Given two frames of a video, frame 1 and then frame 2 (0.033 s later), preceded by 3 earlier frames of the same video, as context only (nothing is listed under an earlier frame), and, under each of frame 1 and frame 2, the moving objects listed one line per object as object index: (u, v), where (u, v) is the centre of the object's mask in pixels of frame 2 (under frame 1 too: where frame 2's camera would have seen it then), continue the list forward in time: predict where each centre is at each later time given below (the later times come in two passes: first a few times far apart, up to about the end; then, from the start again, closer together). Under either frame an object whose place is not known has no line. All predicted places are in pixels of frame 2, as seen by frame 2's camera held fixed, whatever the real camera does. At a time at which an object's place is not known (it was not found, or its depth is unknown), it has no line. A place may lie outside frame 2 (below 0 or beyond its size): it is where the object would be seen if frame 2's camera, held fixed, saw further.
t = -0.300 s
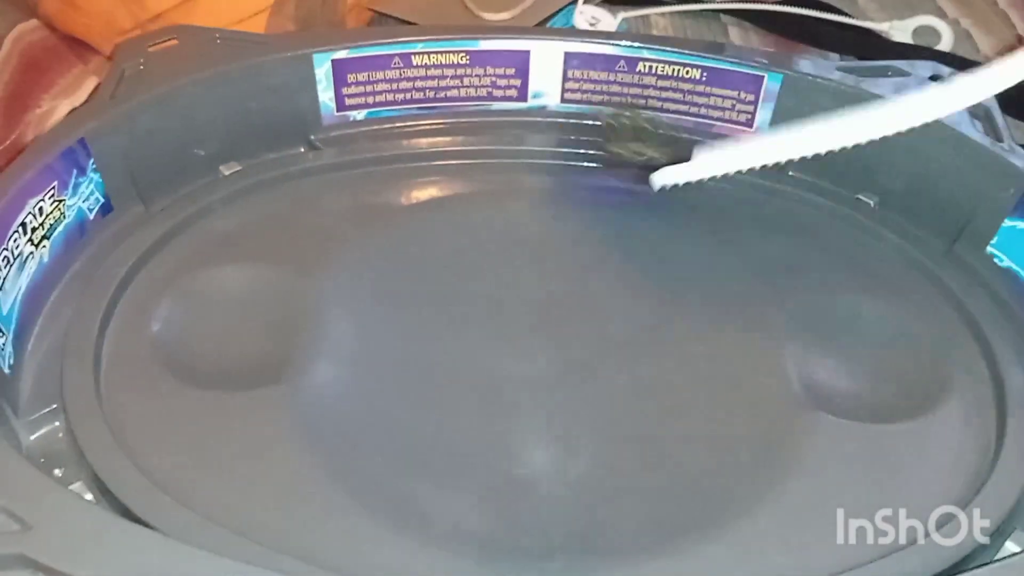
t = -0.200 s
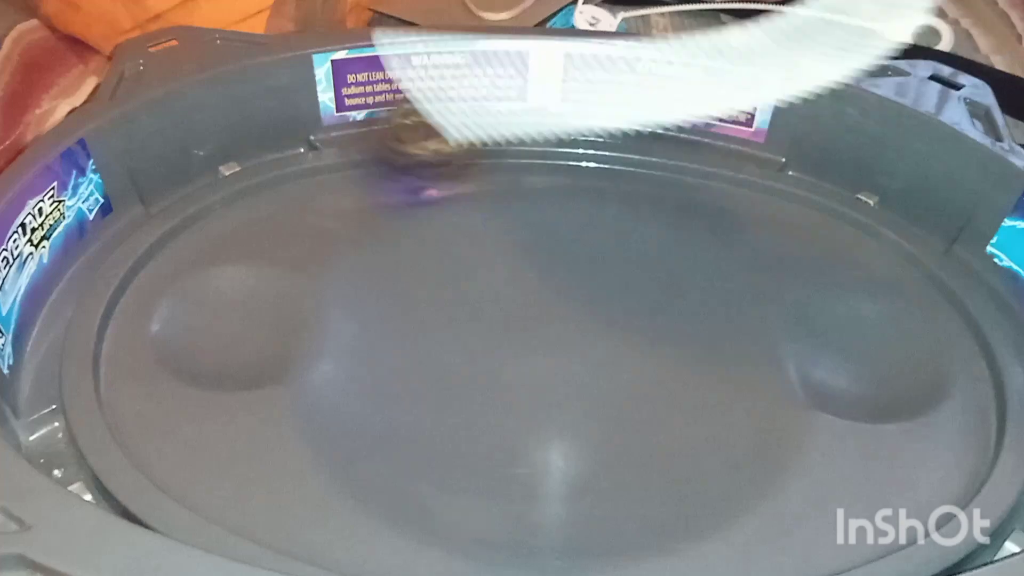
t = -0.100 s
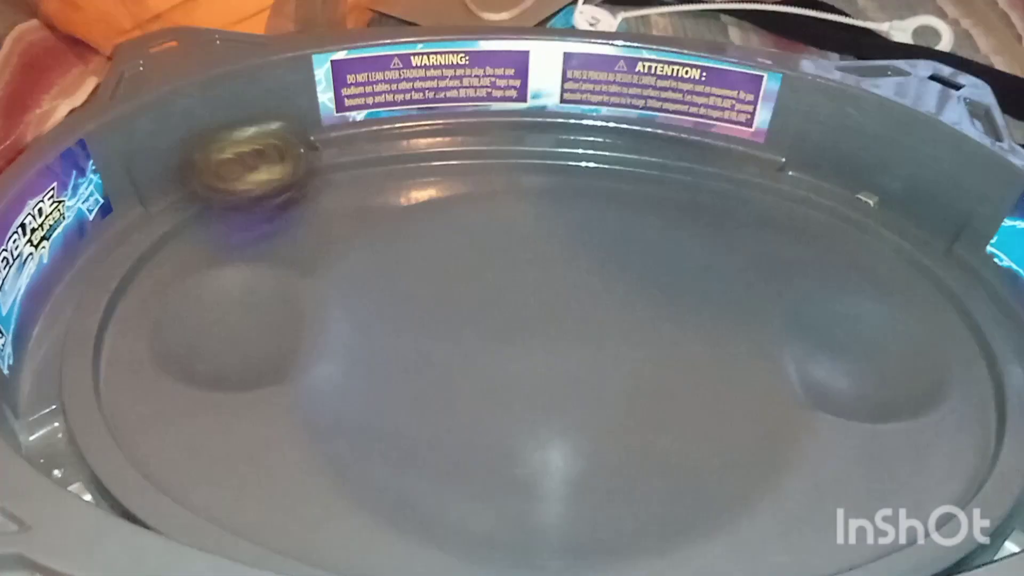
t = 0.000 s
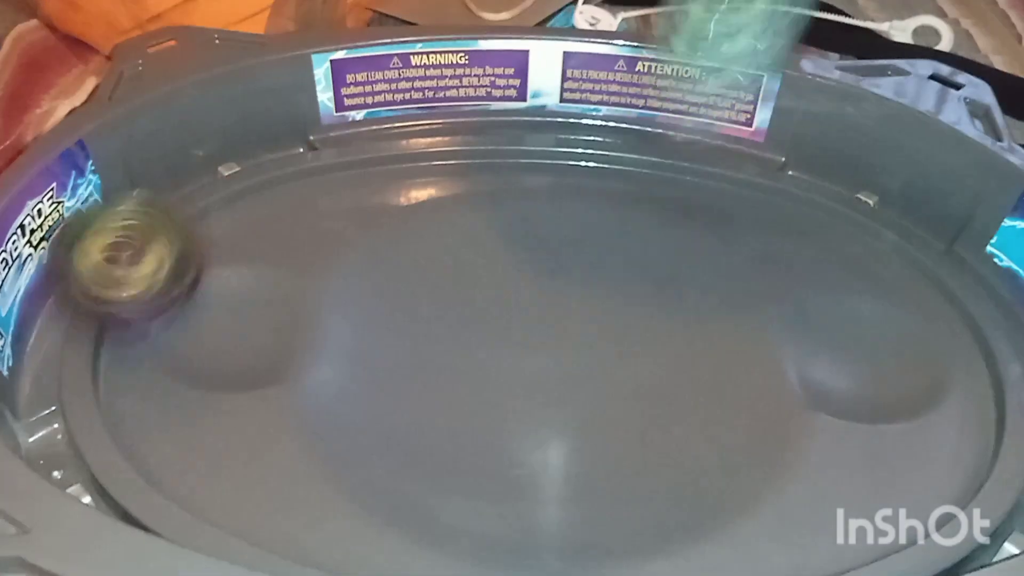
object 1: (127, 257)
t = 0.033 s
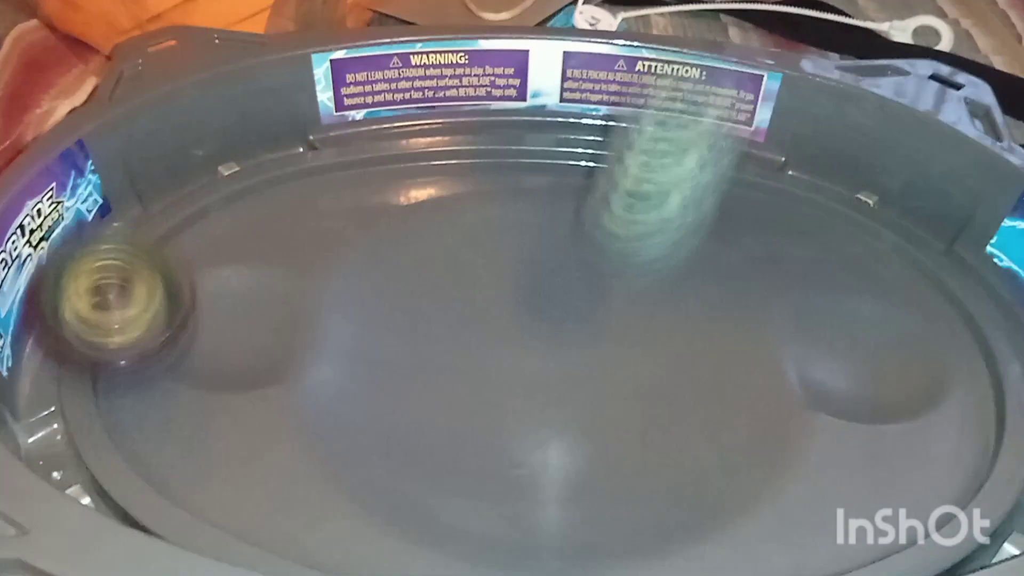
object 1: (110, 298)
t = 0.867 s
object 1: (452, 193)
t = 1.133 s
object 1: (618, 489)
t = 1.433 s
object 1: (917, 418)
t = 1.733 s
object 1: (866, 373)
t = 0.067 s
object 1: (116, 347)
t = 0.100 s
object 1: (158, 393)
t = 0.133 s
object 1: (222, 425)
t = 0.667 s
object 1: (722, 150)
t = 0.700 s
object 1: (669, 140)
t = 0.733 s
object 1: (615, 137)
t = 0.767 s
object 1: (563, 138)
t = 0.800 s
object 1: (519, 147)
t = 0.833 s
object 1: (485, 161)
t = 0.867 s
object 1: (452, 193)
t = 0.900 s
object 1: (416, 231)
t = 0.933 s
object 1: (395, 271)
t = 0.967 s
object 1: (390, 316)
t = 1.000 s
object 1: (404, 365)
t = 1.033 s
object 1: (432, 412)
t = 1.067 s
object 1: (480, 448)
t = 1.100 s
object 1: (542, 477)
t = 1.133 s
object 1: (618, 489)
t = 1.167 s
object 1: (685, 497)
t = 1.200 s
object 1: (748, 493)
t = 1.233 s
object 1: (784, 476)
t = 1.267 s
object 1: (823, 453)
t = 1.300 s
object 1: (857, 444)
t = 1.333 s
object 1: (877, 436)
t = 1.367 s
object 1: (897, 431)
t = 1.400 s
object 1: (908, 422)
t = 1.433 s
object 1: (917, 418)
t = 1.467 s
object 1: (923, 413)
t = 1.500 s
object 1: (924, 411)
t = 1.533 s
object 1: (919, 406)
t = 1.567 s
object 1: (912, 401)
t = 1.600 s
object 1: (905, 394)
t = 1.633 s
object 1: (897, 388)
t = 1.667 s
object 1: (887, 384)
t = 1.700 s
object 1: (877, 379)
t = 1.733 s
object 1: (866, 373)
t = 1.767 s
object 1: (853, 368)
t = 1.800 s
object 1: (838, 361)
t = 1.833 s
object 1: (823, 357)
